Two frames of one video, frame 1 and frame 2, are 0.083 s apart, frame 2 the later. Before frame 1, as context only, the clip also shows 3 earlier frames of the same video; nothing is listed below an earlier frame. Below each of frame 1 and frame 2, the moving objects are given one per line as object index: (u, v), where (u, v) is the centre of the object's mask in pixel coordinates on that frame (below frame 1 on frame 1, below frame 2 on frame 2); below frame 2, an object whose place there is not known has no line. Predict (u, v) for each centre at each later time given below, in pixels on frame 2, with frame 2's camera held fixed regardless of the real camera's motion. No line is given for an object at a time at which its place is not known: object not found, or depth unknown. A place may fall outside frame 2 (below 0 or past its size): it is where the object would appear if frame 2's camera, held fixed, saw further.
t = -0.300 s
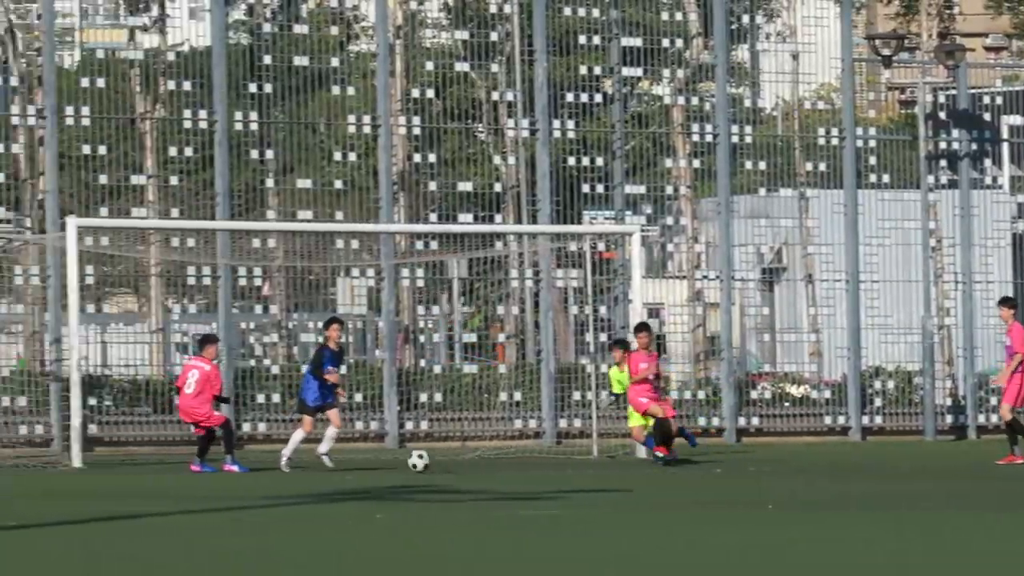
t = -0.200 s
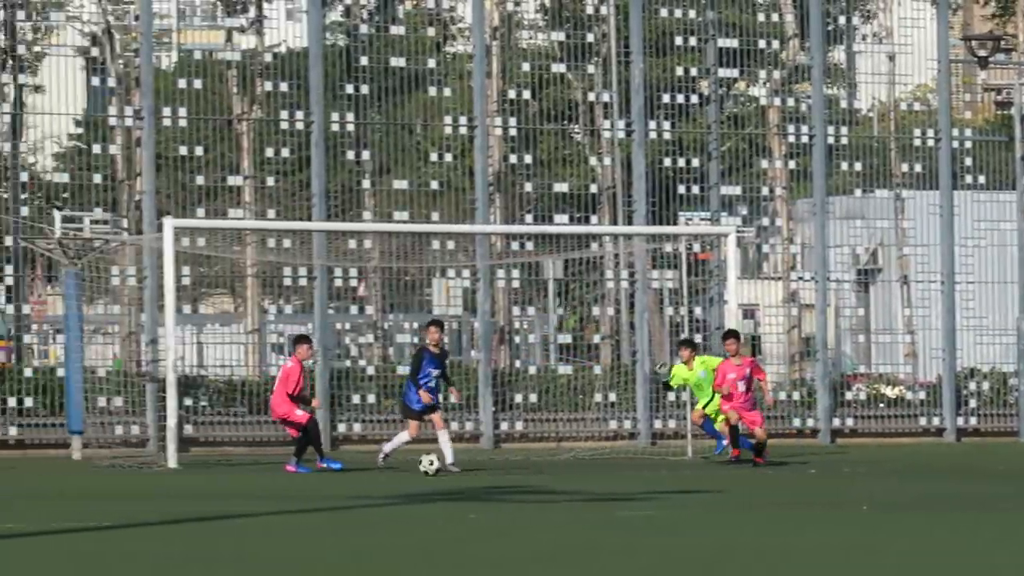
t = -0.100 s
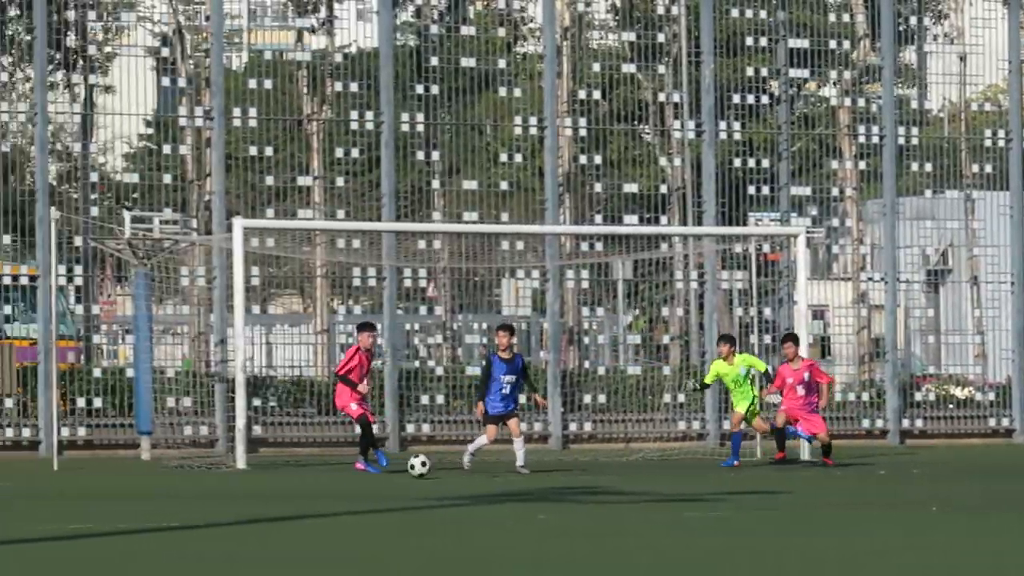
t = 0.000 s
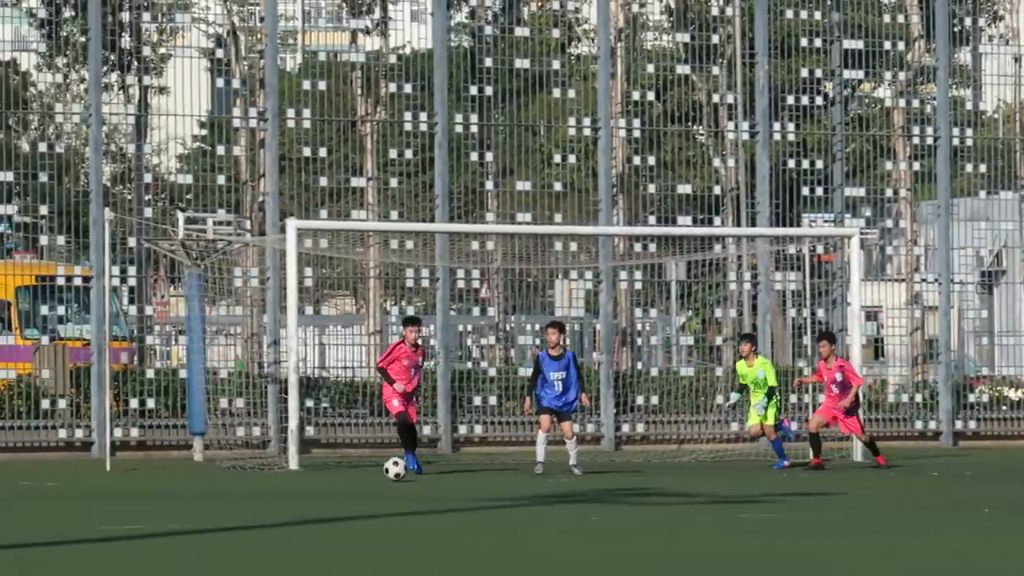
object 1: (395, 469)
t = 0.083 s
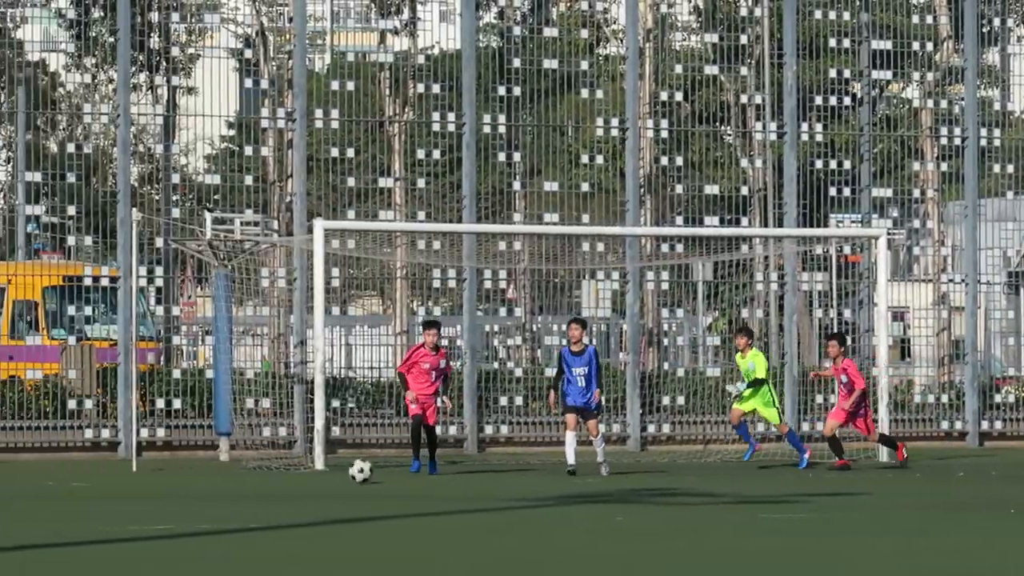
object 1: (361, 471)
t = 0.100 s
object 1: (349, 470)
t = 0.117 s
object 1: (337, 470)
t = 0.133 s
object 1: (326, 470)
